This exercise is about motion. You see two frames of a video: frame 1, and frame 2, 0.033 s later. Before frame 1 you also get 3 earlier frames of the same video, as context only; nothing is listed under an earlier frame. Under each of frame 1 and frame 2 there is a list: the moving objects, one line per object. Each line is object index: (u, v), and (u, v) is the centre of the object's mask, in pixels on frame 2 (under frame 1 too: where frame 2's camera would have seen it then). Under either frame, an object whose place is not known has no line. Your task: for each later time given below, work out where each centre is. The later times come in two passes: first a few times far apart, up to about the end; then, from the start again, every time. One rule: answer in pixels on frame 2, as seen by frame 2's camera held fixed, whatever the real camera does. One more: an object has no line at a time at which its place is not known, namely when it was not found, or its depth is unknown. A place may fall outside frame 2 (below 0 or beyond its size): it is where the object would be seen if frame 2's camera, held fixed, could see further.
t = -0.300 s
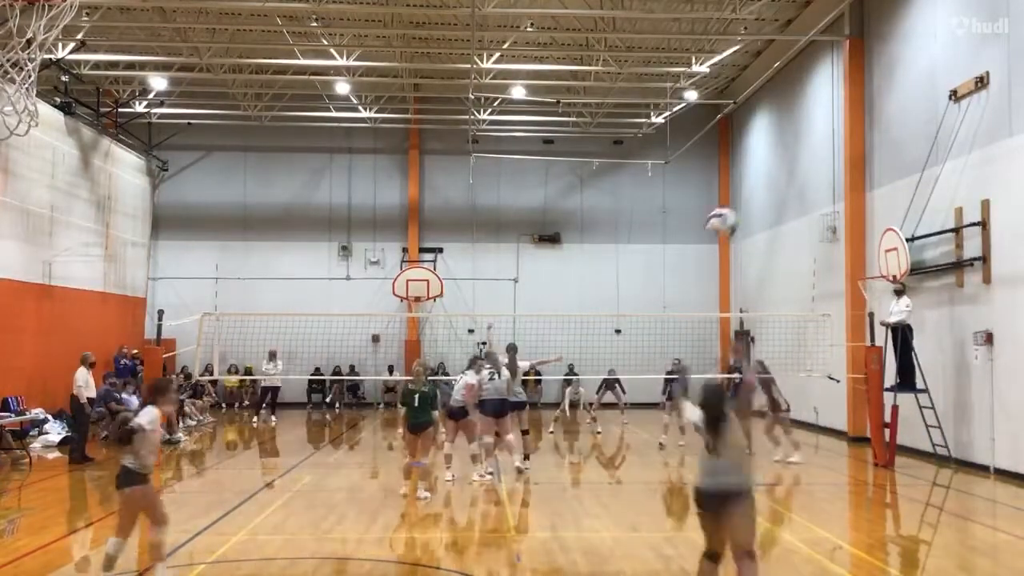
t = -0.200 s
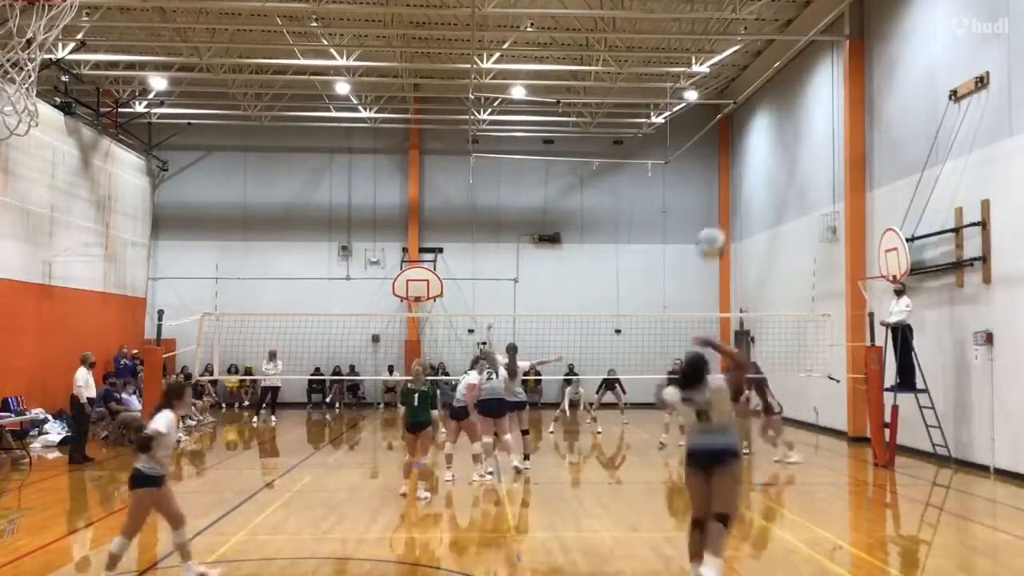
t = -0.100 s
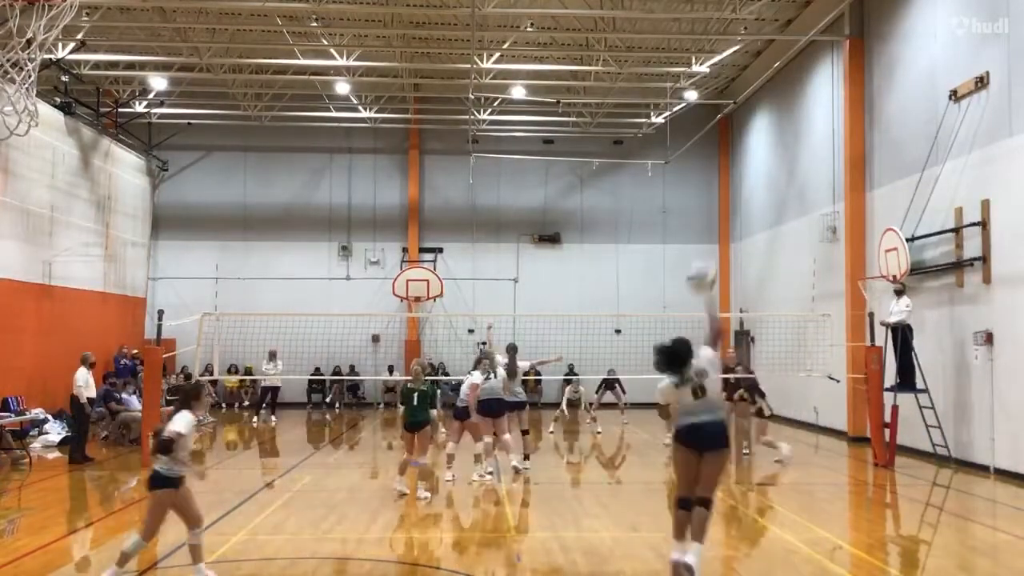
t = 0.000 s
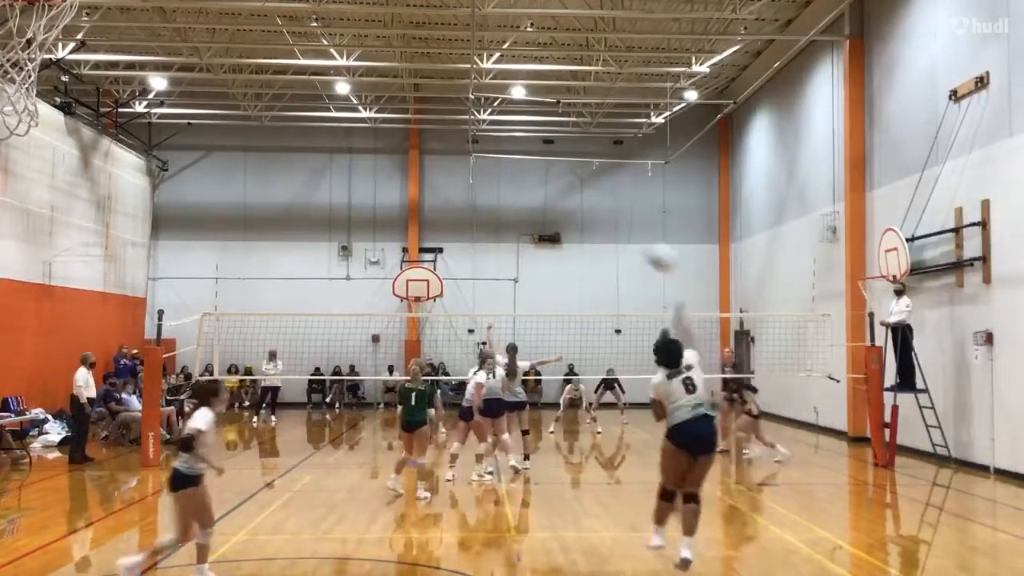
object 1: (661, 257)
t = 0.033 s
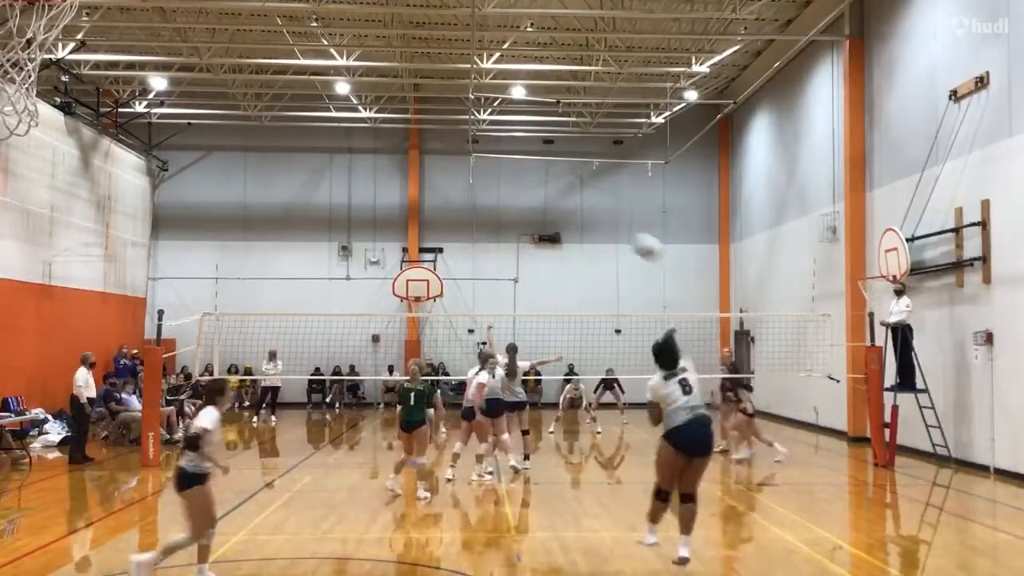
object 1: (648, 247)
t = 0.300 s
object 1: (568, 216)
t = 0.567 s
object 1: (523, 242)
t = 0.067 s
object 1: (633, 237)
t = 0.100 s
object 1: (621, 230)
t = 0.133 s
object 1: (611, 224)
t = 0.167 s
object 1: (602, 220)
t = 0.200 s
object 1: (593, 216)
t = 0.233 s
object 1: (584, 218)
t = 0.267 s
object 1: (576, 216)
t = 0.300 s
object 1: (568, 216)
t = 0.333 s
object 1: (562, 217)
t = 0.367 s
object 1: (556, 220)
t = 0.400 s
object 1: (549, 224)
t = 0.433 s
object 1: (542, 227)
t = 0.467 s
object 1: (537, 230)
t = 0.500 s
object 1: (532, 234)
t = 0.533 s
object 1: (527, 238)
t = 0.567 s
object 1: (523, 242)
